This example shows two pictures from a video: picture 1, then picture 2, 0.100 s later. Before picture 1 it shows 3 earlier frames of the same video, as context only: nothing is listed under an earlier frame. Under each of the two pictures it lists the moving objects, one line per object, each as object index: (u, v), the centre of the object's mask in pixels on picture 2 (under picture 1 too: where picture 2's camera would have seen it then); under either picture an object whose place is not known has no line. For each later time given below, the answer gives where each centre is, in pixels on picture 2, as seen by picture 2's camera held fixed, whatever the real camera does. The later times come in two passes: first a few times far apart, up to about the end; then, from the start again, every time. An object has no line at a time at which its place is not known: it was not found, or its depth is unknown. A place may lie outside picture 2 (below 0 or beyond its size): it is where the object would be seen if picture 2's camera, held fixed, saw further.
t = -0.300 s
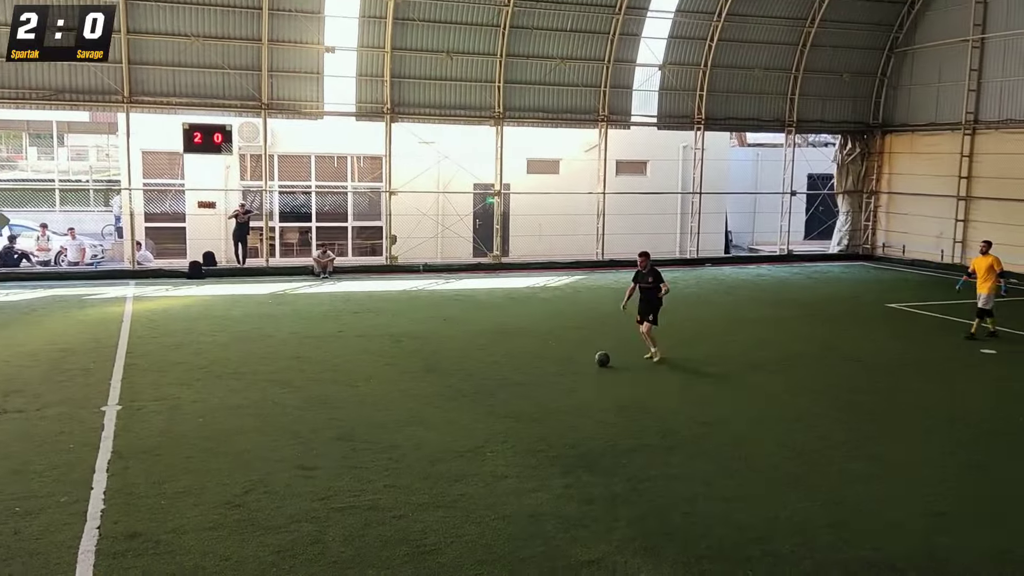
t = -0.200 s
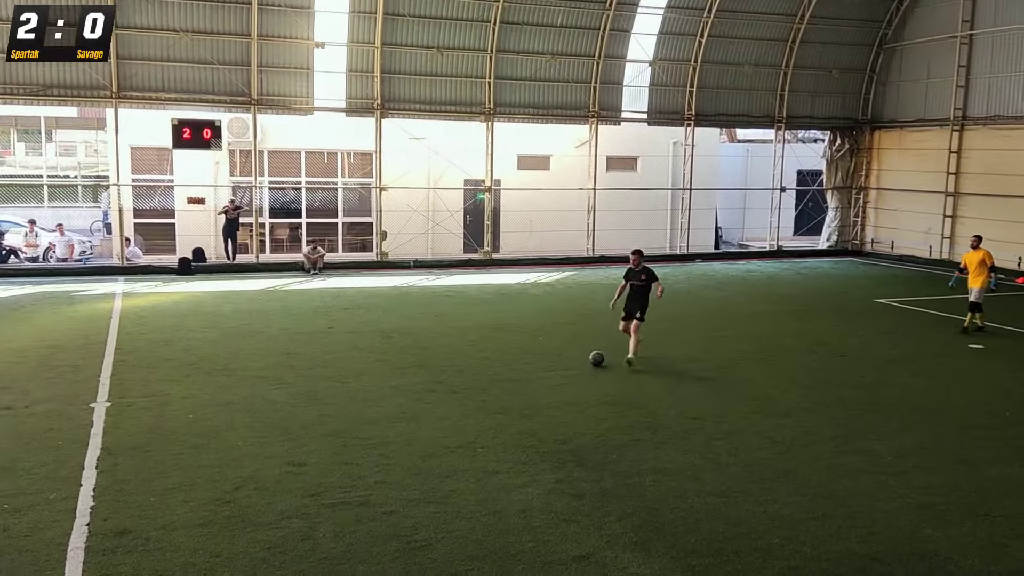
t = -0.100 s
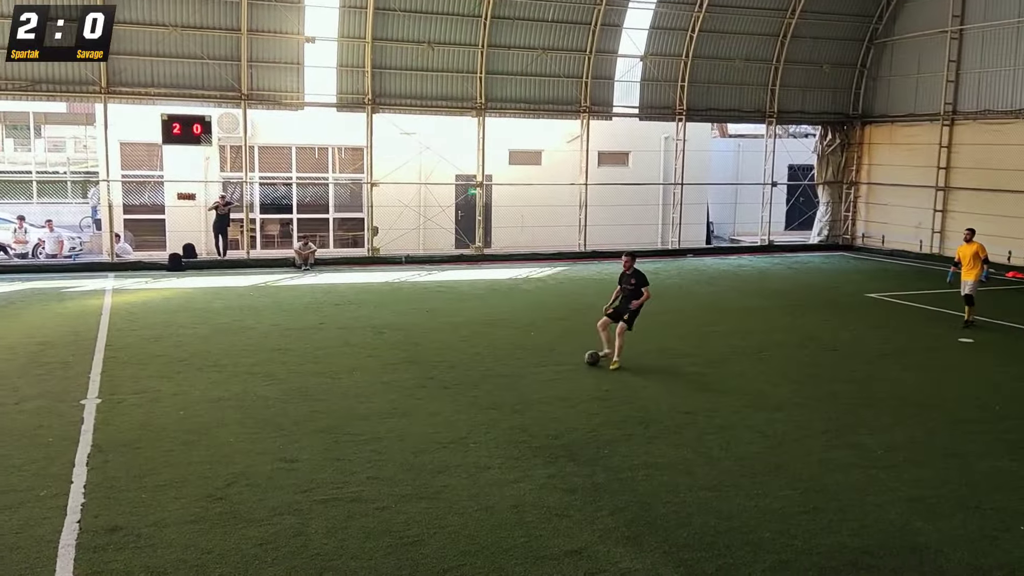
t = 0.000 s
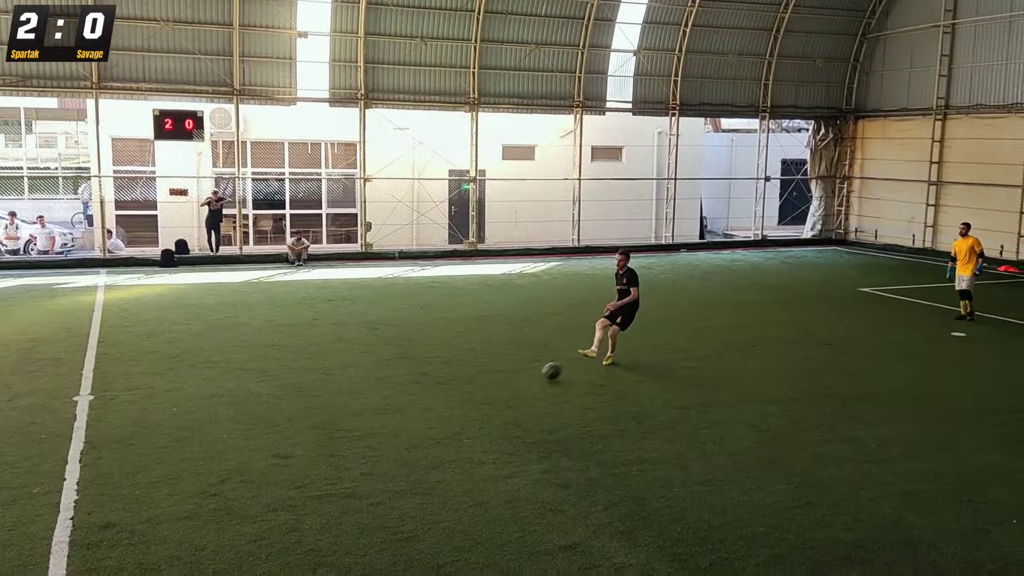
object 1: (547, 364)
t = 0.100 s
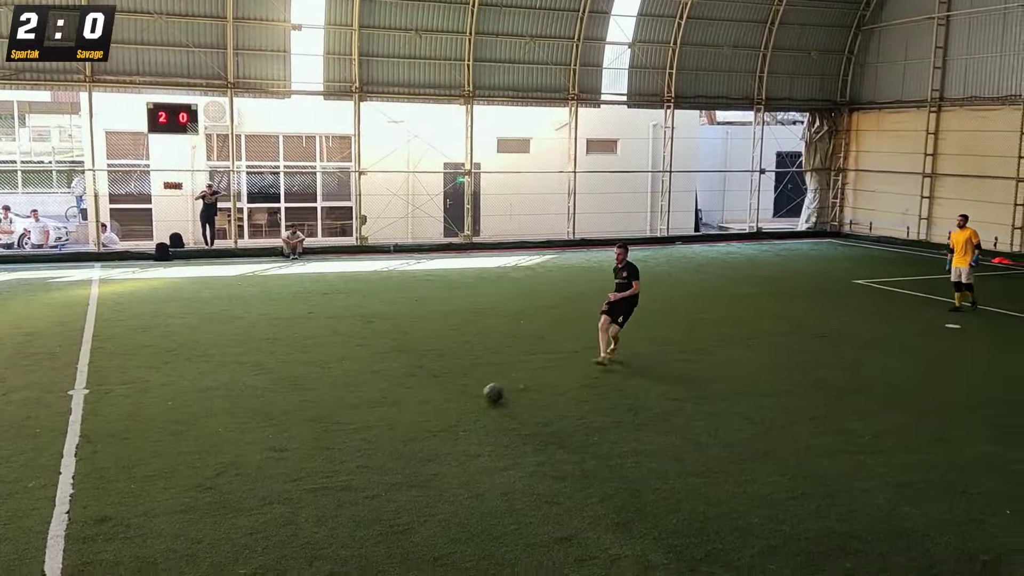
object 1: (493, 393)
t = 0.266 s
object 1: (379, 459)
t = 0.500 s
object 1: (136, 598)
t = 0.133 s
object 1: (473, 404)
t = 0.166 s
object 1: (452, 418)
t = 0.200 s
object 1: (429, 431)
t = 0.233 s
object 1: (405, 444)
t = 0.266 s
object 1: (379, 459)
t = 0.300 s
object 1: (352, 475)
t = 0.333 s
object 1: (323, 491)
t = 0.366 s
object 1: (291, 510)
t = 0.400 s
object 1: (258, 530)
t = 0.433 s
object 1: (221, 551)
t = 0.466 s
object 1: (181, 574)
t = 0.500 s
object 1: (136, 598)
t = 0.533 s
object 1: (88, 628)
